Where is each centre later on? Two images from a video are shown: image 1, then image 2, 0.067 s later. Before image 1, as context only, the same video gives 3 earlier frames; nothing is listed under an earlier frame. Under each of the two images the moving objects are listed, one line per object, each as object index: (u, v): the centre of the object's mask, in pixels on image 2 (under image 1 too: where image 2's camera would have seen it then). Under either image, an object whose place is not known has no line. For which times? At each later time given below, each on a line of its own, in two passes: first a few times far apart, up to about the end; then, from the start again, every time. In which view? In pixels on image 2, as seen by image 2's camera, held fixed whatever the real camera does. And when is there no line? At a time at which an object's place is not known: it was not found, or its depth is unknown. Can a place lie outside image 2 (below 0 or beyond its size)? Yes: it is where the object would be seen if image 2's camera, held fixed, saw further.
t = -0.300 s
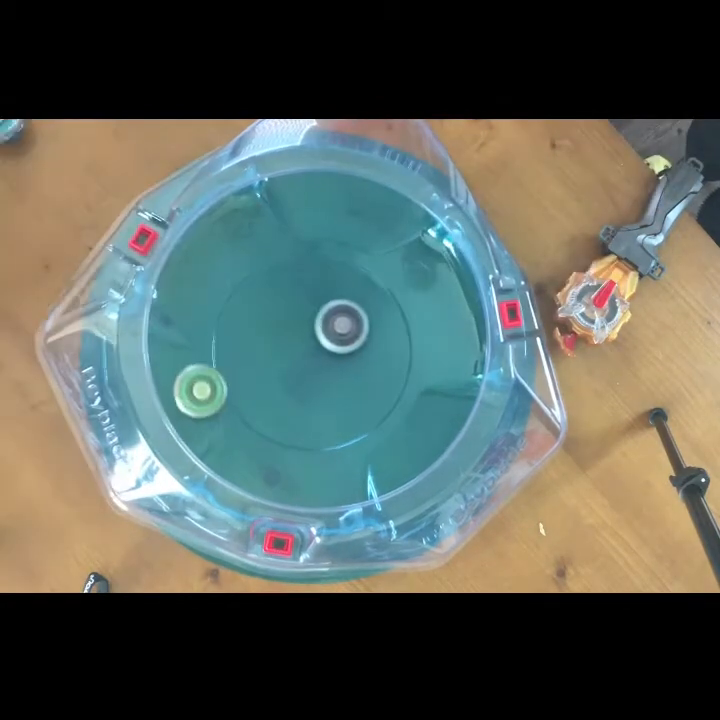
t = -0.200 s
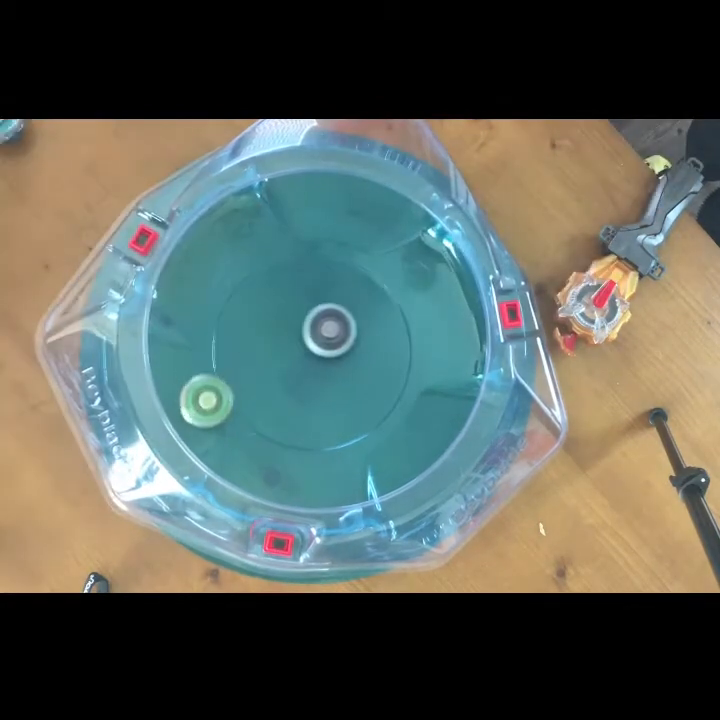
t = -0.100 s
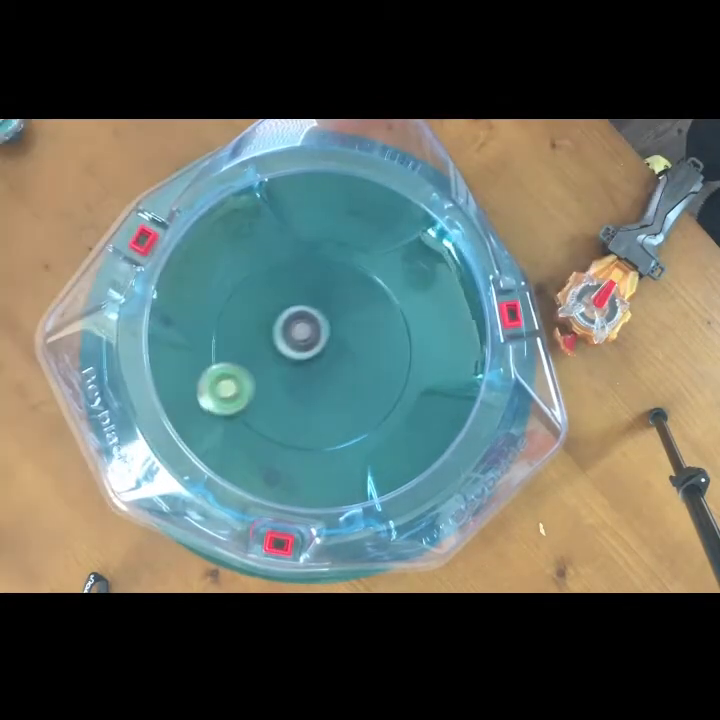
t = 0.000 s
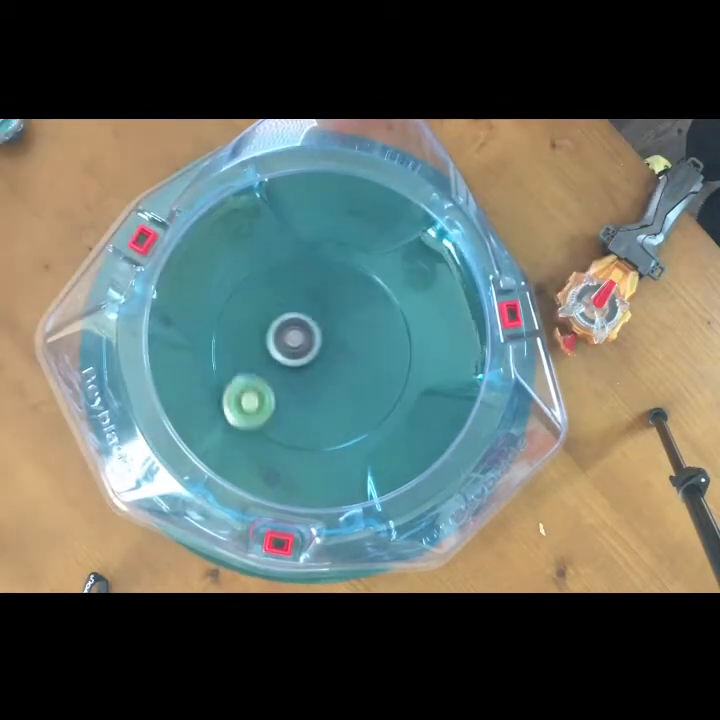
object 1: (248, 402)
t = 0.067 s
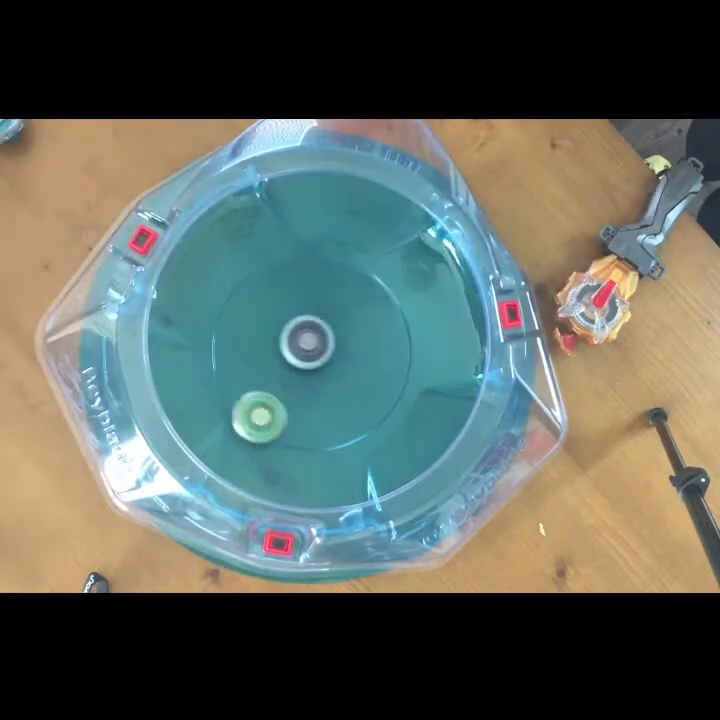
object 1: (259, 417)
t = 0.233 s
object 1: (325, 394)
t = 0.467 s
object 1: (349, 343)
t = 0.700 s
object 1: (273, 265)
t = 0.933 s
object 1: (222, 366)
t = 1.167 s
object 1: (325, 412)
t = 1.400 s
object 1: (380, 307)
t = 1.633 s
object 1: (299, 303)
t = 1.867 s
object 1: (279, 390)
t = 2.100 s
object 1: (366, 357)
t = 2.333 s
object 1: (332, 268)
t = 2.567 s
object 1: (234, 301)
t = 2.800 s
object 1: (259, 414)
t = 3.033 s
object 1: (377, 407)
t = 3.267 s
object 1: (422, 268)
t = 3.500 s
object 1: (354, 192)
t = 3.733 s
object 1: (290, 190)
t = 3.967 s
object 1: (299, 260)
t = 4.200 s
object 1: (308, 374)
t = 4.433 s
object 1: (374, 390)
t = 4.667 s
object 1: (376, 304)
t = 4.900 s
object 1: (267, 310)
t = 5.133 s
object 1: (269, 427)
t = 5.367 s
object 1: (373, 419)
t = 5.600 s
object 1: (460, 339)
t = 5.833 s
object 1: (353, 278)
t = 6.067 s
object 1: (228, 330)
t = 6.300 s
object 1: (252, 426)
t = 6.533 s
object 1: (346, 424)
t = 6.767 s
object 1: (331, 335)
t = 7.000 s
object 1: (245, 319)
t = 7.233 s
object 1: (228, 391)
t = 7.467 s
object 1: (311, 411)
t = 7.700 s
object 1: (330, 324)
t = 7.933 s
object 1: (257, 287)
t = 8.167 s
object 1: (222, 363)
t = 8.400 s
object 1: (314, 397)
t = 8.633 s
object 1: (354, 316)
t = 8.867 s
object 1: (285, 266)
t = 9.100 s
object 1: (247, 347)
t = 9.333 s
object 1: (326, 399)
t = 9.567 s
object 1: (379, 340)
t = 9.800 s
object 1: (325, 285)
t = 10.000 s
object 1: (273, 342)
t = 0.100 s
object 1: (269, 418)
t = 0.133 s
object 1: (283, 416)
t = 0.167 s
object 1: (299, 409)
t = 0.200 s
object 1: (315, 398)
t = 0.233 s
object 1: (325, 394)
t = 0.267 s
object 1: (329, 398)
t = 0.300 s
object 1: (334, 397)
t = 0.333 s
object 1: (339, 393)
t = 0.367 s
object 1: (344, 385)
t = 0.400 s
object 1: (347, 374)
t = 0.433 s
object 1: (350, 359)
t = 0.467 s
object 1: (349, 343)
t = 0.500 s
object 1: (346, 326)
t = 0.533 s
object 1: (339, 311)
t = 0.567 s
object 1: (330, 296)
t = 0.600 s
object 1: (318, 283)
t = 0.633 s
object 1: (304, 274)
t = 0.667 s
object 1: (289, 268)
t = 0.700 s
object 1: (273, 265)
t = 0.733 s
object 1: (259, 269)
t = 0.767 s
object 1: (248, 281)
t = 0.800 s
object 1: (239, 297)
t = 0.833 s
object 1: (230, 313)
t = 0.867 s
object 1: (223, 330)
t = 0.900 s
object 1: (220, 348)
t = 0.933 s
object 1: (222, 366)
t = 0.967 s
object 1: (228, 382)
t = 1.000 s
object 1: (238, 396)
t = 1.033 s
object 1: (252, 407)
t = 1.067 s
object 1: (269, 414)
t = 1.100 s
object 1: (287, 418)
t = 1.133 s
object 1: (307, 417)
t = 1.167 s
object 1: (325, 412)
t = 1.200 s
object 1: (342, 403)
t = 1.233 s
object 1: (358, 390)
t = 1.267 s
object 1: (370, 376)
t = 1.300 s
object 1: (378, 359)
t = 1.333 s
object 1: (382, 342)
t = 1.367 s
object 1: (383, 324)
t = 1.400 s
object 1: (380, 307)
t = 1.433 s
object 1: (374, 291)
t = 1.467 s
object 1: (364, 276)
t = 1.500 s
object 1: (351, 264)
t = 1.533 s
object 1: (335, 258)
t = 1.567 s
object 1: (322, 268)
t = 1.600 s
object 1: (310, 286)
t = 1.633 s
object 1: (299, 303)
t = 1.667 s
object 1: (287, 319)
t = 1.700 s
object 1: (276, 333)
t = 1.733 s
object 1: (269, 346)
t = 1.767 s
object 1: (265, 359)
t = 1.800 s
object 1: (266, 371)
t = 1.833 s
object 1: (271, 382)
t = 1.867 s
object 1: (279, 390)
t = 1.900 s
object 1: (290, 395)
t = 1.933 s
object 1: (304, 397)
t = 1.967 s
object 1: (319, 395)
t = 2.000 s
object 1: (333, 390)
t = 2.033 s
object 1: (347, 381)
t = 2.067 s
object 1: (358, 370)
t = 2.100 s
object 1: (366, 357)
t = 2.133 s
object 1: (370, 343)
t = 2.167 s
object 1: (372, 328)
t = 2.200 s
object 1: (369, 313)
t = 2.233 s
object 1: (364, 300)
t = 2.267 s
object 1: (355, 287)
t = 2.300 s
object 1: (345, 276)
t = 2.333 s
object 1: (332, 268)
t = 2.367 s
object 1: (317, 262)
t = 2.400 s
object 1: (302, 260)
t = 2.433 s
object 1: (286, 261)
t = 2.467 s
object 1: (271, 265)
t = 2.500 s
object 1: (257, 274)
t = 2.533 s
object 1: (245, 286)
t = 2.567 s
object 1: (234, 301)
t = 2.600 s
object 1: (227, 318)
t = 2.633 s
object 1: (223, 336)
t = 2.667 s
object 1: (223, 355)
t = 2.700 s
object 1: (228, 373)
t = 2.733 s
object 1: (235, 389)
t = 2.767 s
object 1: (246, 403)
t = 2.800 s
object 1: (259, 414)
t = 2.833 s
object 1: (274, 423)
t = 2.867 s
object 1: (292, 428)
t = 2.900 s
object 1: (311, 430)
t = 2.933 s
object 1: (329, 429)
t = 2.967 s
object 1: (346, 425)
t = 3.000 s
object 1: (363, 418)
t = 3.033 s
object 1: (377, 407)
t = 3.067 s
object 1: (389, 394)
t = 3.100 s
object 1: (403, 375)
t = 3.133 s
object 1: (417, 351)
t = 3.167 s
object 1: (425, 327)
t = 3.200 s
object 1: (428, 306)
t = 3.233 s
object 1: (427, 286)
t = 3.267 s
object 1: (422, 268)
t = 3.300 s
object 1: (414, 253)
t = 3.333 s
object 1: (403, 240)
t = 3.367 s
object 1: (391, 229)
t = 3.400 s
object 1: (379, 217)
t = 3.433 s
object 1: (371, 208)
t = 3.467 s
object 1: (363, 199)
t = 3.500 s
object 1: (354, 192)
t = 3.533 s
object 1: (346, 188)
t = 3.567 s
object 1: (337, 184)
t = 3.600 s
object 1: (328, 183)
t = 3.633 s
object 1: (318, 182)
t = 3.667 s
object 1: (309, 183)
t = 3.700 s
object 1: (299, 186)
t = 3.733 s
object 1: (290, 190)
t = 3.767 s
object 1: (282, 196)
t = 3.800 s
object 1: (275, 203)
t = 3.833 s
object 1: (273, 211)
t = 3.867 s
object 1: (277, 221)
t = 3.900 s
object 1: (285, 233)
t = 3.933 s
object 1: (293, 246)
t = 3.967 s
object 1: (299, 260)
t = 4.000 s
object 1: (303, 277)
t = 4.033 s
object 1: (305, 295)
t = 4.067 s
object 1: (304, 312)
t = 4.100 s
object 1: (302, 329)
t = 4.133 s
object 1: (301, 345)
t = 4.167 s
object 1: (304, 361)
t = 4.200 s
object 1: (308, 374)
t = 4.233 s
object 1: (315, 385)
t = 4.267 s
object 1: (324, 393)
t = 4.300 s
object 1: (334, 398)
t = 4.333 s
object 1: (344, 400)
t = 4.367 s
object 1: (355, 400)
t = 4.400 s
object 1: (365, 396)
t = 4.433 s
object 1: (374, 390)
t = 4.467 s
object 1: (382, 381)
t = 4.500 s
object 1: (389, 371)
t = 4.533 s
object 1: (392, 359)
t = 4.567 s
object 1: (393, 345)
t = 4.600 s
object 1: (391, 331)
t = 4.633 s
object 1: (385, 317)
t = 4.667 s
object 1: (376, 304)
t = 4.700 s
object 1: (363, 293)
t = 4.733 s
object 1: (347, 285)
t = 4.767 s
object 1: (331, 282)
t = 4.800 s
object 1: (314, 282)
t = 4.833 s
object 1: (296, 287)
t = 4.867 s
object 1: (280, 297)
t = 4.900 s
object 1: (267, 310)
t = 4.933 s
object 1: (257, 326)
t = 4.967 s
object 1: (249, 343)
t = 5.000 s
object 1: (246, 362)
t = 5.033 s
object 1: (247, 380)
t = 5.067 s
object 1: (251, 398)
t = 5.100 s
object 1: (259, 414)
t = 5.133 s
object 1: (269, 427)
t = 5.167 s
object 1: (283, 439)
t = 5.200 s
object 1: (299, 447)
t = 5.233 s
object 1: (317, 447)
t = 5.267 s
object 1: (333, 443)
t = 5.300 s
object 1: (348, 437)
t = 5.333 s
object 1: (361, 429)
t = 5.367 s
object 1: (373, 419)
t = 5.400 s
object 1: (383, 407)
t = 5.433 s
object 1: (391, 393)
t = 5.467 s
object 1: (395, 377)
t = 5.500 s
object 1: (396, 363)
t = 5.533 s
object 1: (426, 358)
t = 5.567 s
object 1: (456, 355)
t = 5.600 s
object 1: (460, 339)
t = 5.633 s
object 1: (460, 324)
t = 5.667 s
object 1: (457, 312)
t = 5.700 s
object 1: (443, 301)
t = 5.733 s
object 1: (424, 293)
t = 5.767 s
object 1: (401, 287)
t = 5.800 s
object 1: (377, 282)
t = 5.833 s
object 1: (353, 278)
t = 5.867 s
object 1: (331, 277)
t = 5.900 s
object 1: (308, 278)
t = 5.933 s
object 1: (288, 284)
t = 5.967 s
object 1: (269, 292)
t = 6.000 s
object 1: (253, 302)
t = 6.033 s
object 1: (239, 315)
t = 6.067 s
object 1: (228, 330)
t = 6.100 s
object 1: (219, 344)
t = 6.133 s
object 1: (214, 360)
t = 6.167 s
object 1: (217, 376)
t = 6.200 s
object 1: (224, 390)
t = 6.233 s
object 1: (232, 404)
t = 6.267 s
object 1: (242, 416)
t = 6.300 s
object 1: (252, 426)
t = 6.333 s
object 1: (266, 434)
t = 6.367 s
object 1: (280, 438)
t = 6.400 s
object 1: (295, 441)
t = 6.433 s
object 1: (310, 442)
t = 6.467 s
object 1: (324, 439)
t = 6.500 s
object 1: (336, 433)
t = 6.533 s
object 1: (346, 424)
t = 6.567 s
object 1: (353, 412)
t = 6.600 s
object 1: (357, 398)
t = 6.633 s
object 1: (357, 384)
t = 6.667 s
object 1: (355, 370)
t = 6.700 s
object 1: (349, 357)
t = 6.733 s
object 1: (341, 346)
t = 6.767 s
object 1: (331, 335)
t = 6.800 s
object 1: (321, 326)
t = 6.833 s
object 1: (308, 319)
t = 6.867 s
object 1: (296, 314)
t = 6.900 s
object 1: (283, 312)
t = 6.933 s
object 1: (270, 312)
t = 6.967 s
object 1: (257, 314)
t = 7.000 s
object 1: (245, 319)
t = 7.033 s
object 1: (234, 325)
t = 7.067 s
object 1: (225, 334)
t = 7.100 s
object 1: (218, 344)
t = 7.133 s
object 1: (214, 355)
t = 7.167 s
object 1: (217, 367)
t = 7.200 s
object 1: (222, 379)
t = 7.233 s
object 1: (228, 391)
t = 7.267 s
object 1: (235, 401)
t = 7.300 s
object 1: (245, 411)
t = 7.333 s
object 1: (256, 418)
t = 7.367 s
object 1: (269, 421)
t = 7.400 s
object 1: (283, 421)
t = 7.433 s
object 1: (298, 417)
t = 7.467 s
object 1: (311, 411)
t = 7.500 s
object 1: (322, 401)
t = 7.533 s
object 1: (330, 391)
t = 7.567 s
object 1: (336, 379)
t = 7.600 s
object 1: (338, 366)
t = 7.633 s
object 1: (338, 353)
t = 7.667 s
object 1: (335, 338)
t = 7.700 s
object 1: (330, 324)
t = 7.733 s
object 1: (323, 312)
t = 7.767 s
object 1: (314, 301)
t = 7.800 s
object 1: (305, 293)
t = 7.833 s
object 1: (294, 287)
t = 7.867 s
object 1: (282, 284)
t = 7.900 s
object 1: (269, 284)
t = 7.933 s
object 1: (257, 287)
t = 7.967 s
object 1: (244, 291)
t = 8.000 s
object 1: (234, 299)
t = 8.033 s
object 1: (225, 309)
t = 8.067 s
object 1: (220, 321)
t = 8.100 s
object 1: (217, 334)
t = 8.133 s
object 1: (218, 349)
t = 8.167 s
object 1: (222, 363)
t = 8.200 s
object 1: (230, 377)
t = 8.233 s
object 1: (240, 388)
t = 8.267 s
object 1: (253, 396)
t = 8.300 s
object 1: (268, 402)
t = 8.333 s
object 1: (283, 404)
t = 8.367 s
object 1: (299, 402)
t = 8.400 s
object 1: (314, 397)
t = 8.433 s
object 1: (327, 390)
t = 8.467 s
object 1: (338, 380)
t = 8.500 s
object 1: (348, 367)
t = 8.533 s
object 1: (354, 355)
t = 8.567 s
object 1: (357, 343)
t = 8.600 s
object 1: (357, 329)
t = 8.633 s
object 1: (354, 316)
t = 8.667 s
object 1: (349, 302)
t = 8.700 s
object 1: (342, 291)
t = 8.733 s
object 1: (332, 280)
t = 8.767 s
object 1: (321, 272)
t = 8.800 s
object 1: (310, 267)
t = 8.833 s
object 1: (298, 265)
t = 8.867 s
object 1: (285, 266)
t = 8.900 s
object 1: (273, 270)
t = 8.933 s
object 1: (263, 277)
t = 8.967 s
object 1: (253, 288)
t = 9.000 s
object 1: (247, 301)
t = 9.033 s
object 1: (244, 316)
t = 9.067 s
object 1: (244, 332)
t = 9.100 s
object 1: (247, 347)
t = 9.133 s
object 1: (253, 361)
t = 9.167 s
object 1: (262, 374)
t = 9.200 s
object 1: (273, 385)
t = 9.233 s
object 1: (286, 392)
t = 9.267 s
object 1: (300, 397)
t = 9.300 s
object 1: (313, 400)
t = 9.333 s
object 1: (326, 399)
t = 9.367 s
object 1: (339, 396)
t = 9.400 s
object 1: (351, 391)
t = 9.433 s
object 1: (361, 383)
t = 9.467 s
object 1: (369, 374)
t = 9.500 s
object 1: (375, 363)
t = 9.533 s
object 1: (378, 352)
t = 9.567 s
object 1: (379, 340)
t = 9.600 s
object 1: (378, 328)
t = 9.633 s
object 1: (374, 316)
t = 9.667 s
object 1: (368, 304)
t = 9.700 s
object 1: (359, 295)
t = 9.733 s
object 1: (349, 289)
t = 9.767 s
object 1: (337, 285)
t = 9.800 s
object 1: (325, 285)
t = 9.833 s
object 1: (312, 288)
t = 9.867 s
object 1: (300, 294)
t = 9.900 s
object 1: (290, 303)
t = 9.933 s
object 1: (282, 314)
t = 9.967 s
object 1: (276, 328)
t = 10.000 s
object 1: (273, 342)
